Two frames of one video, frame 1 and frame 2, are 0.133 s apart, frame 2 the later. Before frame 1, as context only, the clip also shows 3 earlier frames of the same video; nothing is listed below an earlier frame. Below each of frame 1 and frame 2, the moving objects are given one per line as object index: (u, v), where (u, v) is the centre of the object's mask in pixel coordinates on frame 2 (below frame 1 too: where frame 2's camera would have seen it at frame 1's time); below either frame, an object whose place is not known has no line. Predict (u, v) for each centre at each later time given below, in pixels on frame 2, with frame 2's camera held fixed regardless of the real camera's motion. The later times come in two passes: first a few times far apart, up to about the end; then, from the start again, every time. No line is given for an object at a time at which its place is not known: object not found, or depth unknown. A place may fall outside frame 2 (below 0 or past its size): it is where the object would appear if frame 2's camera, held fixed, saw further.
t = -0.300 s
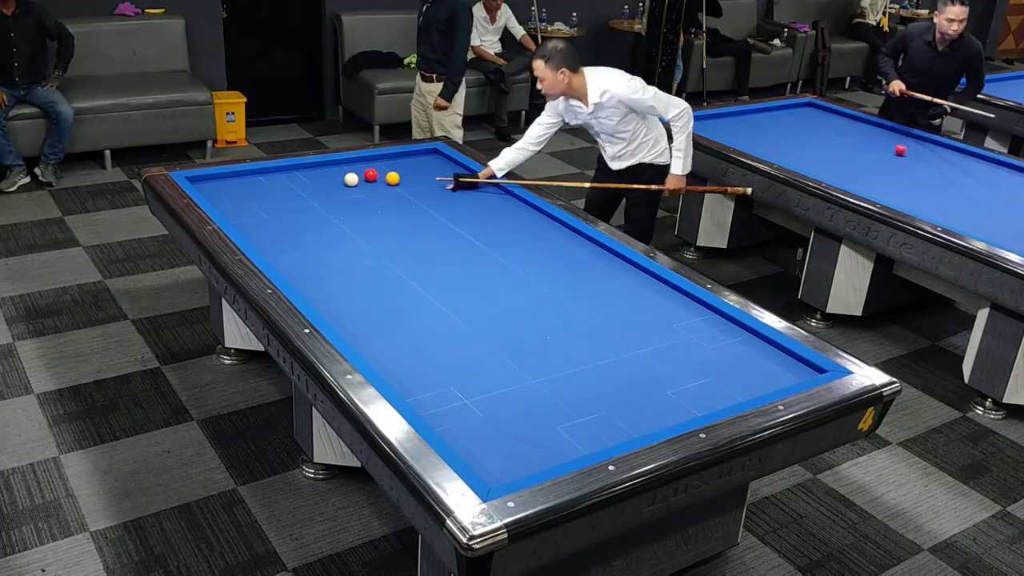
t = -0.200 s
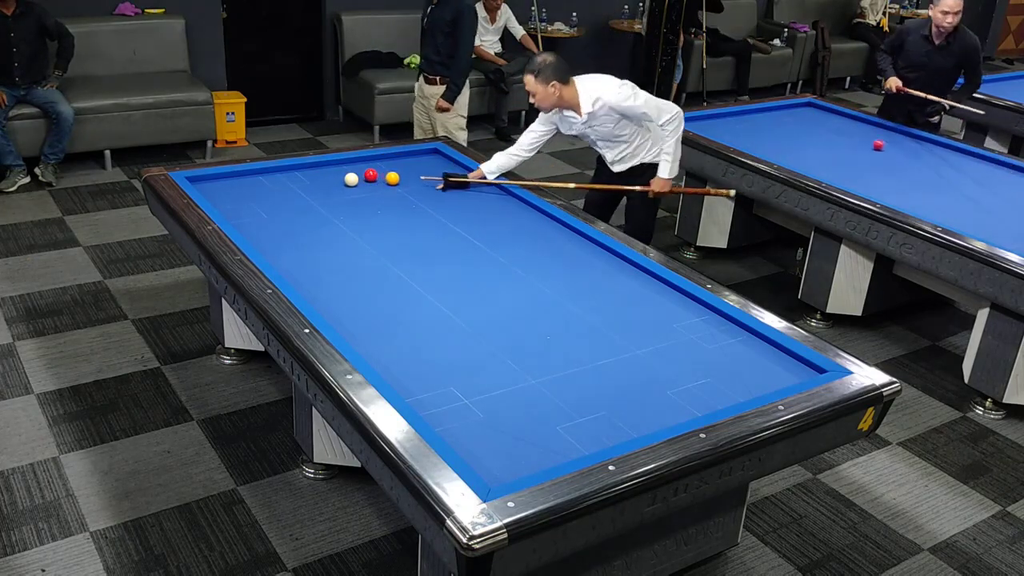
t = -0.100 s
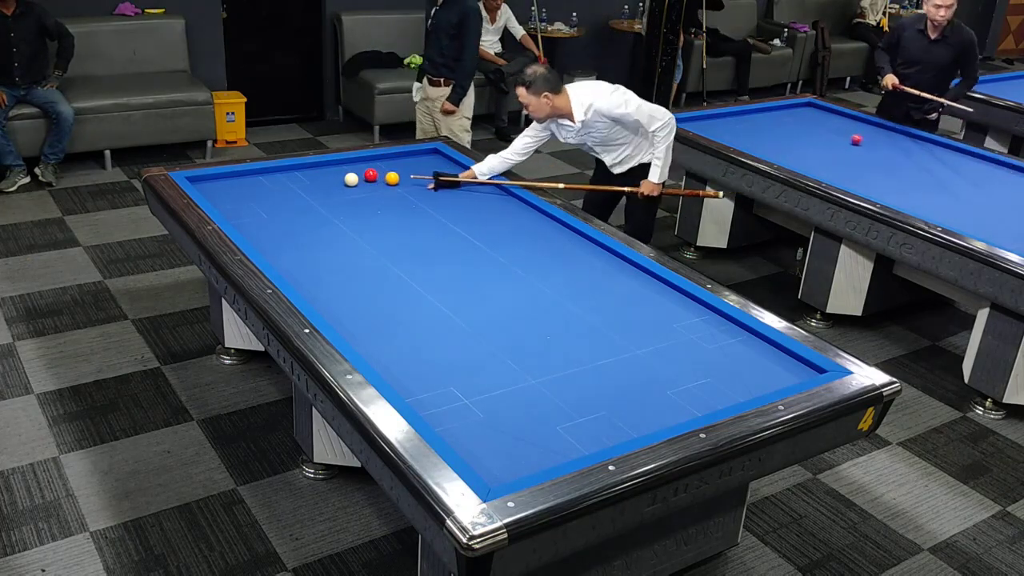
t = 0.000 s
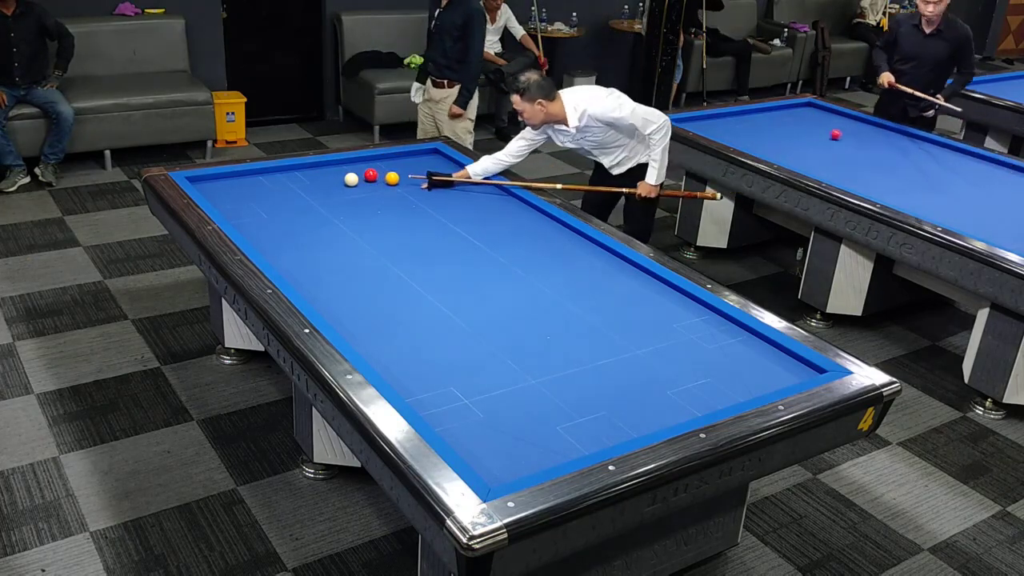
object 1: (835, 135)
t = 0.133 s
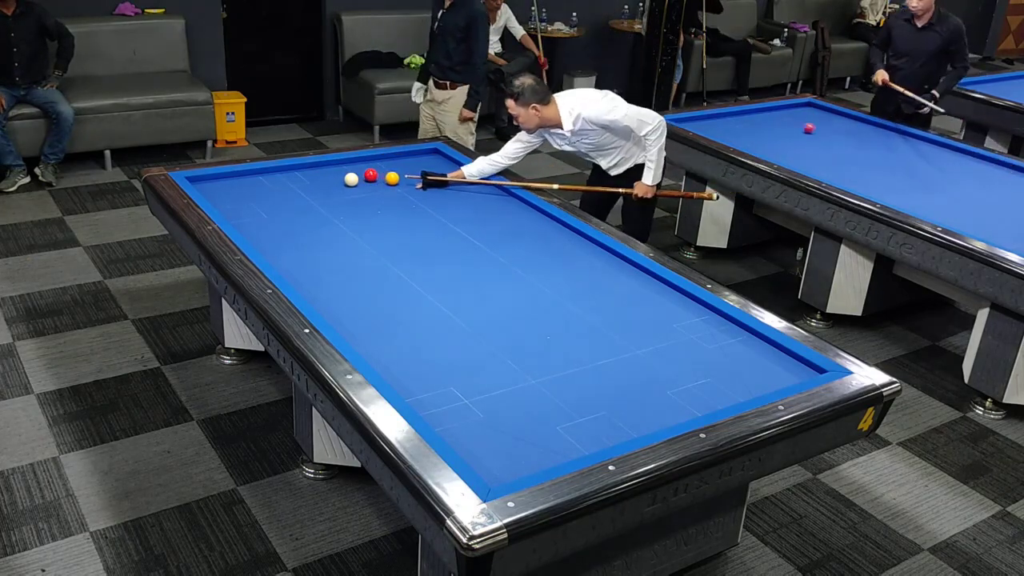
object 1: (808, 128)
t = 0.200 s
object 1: (795, 125)
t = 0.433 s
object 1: (751, 115)
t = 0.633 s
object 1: (748, 118)
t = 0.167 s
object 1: (801, 127)
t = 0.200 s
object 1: (795, 125)
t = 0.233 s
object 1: (788, 123)
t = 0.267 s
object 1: (782, 122)
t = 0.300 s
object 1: (776, 120)
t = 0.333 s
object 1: (770, 119)
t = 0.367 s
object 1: (764, 117)
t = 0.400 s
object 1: (758, 116)
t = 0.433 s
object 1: (751, 115)
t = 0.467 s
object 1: (746, 113)
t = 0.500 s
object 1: (742, 112)
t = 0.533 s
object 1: (744, 114)
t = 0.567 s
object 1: (745, 115)
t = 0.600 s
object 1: (747, 117)
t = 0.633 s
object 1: (748, 118)
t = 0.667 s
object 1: (749, 120)
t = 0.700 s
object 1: (750, 121)
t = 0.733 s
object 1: (751, 123)
